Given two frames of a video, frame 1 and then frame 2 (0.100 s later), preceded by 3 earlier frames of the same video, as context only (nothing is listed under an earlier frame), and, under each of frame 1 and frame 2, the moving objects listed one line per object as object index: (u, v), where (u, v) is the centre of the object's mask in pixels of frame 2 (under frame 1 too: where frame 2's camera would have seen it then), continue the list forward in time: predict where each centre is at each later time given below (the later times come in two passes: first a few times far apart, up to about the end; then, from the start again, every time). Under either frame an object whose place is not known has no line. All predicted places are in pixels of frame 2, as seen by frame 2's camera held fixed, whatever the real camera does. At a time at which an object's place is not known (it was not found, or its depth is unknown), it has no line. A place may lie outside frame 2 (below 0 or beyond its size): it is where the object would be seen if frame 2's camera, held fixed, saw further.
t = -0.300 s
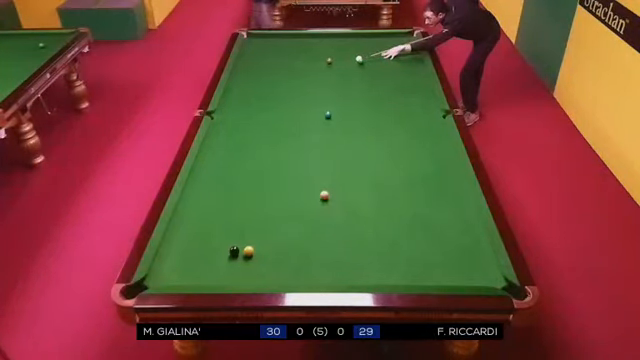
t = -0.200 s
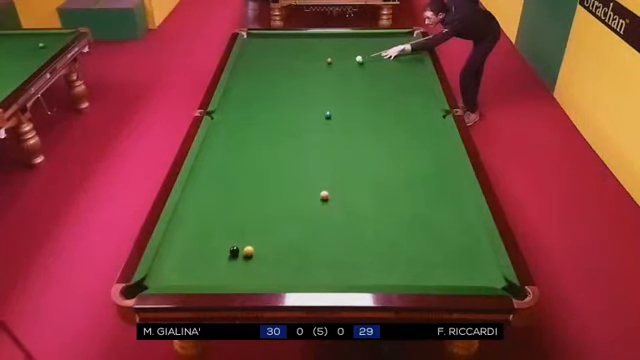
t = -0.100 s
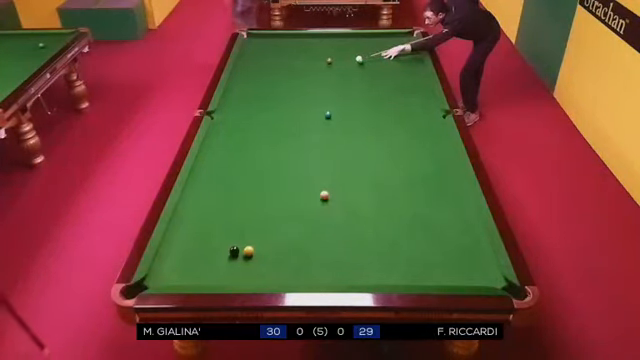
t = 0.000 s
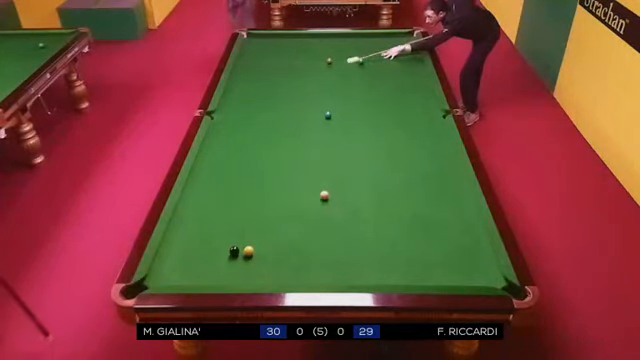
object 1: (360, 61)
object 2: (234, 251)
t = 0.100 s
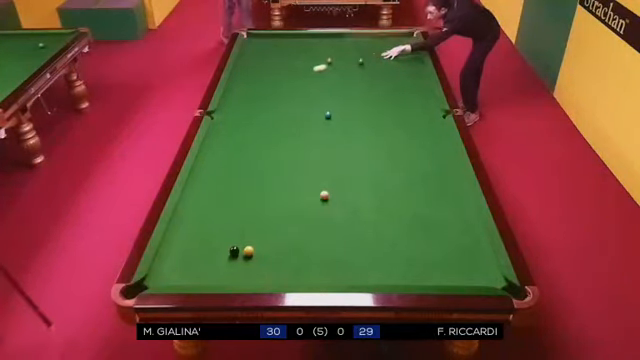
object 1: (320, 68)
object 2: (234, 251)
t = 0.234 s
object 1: (276, 77)
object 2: (234, 251)
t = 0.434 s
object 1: (234, 92)
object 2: (234, 251)
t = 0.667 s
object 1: (281, 108)
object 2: (234, 251)
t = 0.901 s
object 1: (329, 124)
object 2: (234, 251)
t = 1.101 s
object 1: (374, 139)
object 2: (234, 251)
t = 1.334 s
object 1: (433, 159)
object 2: (234, 251)
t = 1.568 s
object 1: (432, 175)
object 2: (234, 251)
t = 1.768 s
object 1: (406, 185)
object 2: (234, 251)
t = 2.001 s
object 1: (374, 198)
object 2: (234, 251)
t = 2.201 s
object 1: (347, 209)
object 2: (234, 252)
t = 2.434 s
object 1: (313, 223)
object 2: (234, 252)
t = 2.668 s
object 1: (278, 238)
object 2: (234, 251)
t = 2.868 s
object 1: (255, 246)
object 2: (233, 250)
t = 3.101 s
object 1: (244, 247)
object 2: (234, 251)
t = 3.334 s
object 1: (239, 245)
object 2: (229, 252)
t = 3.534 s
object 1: (237, 245)
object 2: (226, 254)
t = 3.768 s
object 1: (234, 244)
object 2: (222, 255)
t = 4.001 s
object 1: (232, 243)
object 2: (220, 256)
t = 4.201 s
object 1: (231, 242)
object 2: (219, 256)
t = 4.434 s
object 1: (230, 242)
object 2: (218, 256)
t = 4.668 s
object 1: (230, 242)
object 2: (218, 256)
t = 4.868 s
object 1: (230, 242)
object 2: (218, 256)
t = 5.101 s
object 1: (230, 242)
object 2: (218, 256)
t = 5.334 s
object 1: (230, 242)
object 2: (218, 256)
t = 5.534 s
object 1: (230, 242)
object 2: (218, 256)
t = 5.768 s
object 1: (230, 242)
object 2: (218, 257)
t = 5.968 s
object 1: (230, 243)
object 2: (218, 257)
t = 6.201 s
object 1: (230, 243)
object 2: (217, 257)
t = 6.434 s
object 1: (230, 243)
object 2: (217, 256)
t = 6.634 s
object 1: (230, 243)
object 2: (217, 256)
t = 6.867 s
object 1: (230, 243)
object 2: (217, 256)
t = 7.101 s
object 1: (230, 243)
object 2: (217, 255)
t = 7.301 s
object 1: (230, 243)
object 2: (217, 255)
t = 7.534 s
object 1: (230, 243)
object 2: (217, 255)
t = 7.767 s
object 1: (230, 243)
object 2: (217, 255)
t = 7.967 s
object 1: (230, 243)
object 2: (217, 255)
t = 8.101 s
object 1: (230, 243)
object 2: (217, 255)
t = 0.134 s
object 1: (309, 70)
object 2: (234, 251)
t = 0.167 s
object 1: (298, 73)
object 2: (234, 251)
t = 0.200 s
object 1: (287, 75)
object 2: (234, 251)
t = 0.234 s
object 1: (276, 77)
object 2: (234, 251)
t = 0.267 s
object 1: (265, 80)
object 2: (234, 251)
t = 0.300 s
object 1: (255, 82)
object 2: (234, 252)
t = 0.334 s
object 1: (245, 84)
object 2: (234, 252)
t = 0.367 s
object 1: (235, 87)
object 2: (234, 251)
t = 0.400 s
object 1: (228, 89)
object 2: (234, 251)
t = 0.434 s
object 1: (234, 92)
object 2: (234, 251)
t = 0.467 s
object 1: (241, 94)
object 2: (234, 251)
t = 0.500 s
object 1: (248, 96)
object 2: (234, 251)
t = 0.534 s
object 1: (254, 99)
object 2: (234, 251)
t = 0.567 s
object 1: (261, 101)
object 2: (234, 251)
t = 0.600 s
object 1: (268, 103)
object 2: (234, 251)
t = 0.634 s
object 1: (274, 105)
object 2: (234, 251)
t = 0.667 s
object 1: (281, 108)
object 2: (234, 251)
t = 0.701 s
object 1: (287, 110)
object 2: (234, 251)
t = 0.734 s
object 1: (294, 112)
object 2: (234, 251)
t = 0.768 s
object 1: (300, 114)
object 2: (234, 251)
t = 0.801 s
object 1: (307, 117)
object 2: (234, 251)
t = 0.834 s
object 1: (314, 119)
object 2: (234, 251)
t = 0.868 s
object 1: (321, 122)
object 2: (234, 251)
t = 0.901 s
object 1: (329, 124)
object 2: (234, 251)
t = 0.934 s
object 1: (336, 126)
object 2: (234, 251)
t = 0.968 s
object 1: (344, 129)
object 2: (234, 251)
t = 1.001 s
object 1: (351, 132)
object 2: (234, 251)
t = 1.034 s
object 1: (359, 134)
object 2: (234, 251)
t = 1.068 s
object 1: (366, 137)
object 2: (234, 251)
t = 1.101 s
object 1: (374, 139)
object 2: (234, 251)
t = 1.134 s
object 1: (382, 142)
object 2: (234, 251)
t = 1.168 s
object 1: (390, 145)
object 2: (234, 251)
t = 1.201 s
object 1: (398, 148)
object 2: (234, 251)
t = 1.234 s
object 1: (407, 150)
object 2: (234, 251)
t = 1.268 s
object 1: (415, 153)
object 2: (234, 251)
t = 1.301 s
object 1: (424, 156)
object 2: (234, 251)
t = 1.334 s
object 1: (433, 159)
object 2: (234, 251)
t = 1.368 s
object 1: (442, 162)
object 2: (234, 251)
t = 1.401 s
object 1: (451, 165)
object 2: (234, 251)
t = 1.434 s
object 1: (456, 168)
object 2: (234, 251)
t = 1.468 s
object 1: (450, 170)
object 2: (234, 251)
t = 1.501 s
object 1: (444, 171)
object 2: (234, 251)
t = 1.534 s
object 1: (438, 173)
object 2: (234, 251)
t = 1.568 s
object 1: (432, 175)
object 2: (234, 251)
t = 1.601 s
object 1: (428, 176)
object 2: (234, 251)
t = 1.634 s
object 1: (423, 178)
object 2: (234, 251)
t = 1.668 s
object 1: (419, 180)
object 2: (234, 251)
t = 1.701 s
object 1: (414, 182)
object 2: (234, 251)
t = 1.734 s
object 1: (410, 183)
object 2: (234, 251)
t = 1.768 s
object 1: (406, 185)
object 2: (234, 251)
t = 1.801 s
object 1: (401, 187)
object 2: (234, 251)
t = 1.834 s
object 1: (397, 189)
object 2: (234, 251)
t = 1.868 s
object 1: (393, 191)
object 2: (234, 251)
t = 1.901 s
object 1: (388, 192)
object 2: (234, 251)
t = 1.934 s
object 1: (384, 194)
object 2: (234, 251)
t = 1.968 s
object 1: (379, 196)
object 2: (234, 251)
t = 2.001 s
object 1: (374, 198)
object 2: (234, 251)
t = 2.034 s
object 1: (370, 200)
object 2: (234, 251)
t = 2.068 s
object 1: (366, 201)
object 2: (234, 251)
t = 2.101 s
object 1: (361, 204)
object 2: (234, 251)
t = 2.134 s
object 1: (356, 205)
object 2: (234, 251)
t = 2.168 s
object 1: (352, 208)
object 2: (234, 251)
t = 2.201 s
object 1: (347, 209)
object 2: (234, 252)
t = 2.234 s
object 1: (342, 212)
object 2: (234, 251)
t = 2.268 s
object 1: (337, 213)
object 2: (234, 251)
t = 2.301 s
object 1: (333, 215)
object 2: (234, 252)
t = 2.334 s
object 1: (328, 217)
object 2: (234, 251)
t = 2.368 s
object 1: (323, 219)
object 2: (234, 251)
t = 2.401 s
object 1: (318, 221)
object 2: (234, 251)
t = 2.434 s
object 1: (313, 223)
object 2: (234, 252)
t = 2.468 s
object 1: (308, 225)
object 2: (234, 251)
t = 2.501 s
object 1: (303, 228)
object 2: (234, 251)
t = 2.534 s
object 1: (298, 230)
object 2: (234, 251)
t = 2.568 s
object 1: (294, 232)
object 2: (234, 252)
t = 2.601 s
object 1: (288, 234)
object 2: (234, 251)
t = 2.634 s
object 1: (283, 236)
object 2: (234, 251)
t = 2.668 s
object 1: (278, 238)
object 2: (234, 251)
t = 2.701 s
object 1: (273, 240)
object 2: (234, 251)
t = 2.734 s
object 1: (268, 242)
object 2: (234, 252)
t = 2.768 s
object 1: (263, 244)
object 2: (234, 251)
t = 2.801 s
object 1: (258, 246)
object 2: (234, 252)
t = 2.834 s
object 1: (256, 247)
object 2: (234, 251)
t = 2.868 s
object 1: (255, 246)
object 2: (233, 250)
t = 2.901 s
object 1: (253, 247)
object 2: (233, 250)
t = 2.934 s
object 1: (251, 247)
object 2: (234, 250)
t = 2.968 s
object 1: (250, 247)
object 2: (234, 251)
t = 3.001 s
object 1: (248, 247)
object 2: (234, 251)
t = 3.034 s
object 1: (247, 247)
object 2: (234, 252)
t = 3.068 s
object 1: (245, 247)
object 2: (234, 252)
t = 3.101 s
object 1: (244, 247)
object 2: (234, 251)
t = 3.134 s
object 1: (243, 247)
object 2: (233, 251)
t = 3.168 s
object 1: (242, 247)
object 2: (232, 251)
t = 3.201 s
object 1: (241, 246)
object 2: (232, 251)
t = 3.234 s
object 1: (241, 246)
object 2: (231, 252)
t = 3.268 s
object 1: (240, 246)
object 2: (230, 253)
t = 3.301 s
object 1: (240, 246)
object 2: (230, 252)
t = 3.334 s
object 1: (239, 245)
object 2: (229, 252)
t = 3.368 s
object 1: (239, 245)
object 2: (228, 254)
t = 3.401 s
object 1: (238, 245)
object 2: (228, 253)
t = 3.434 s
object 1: (238, 245)
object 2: (227, 254)
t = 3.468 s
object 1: (237, 245)
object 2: (227, 253)
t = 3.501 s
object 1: (237, 245)
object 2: (226, 254)
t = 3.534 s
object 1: (237, 245)
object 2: (226, 254)
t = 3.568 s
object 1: (236, 244)
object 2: (225, 254)
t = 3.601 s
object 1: (236, 244)
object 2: (225, 254)
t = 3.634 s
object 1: (235, 244)
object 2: (224, 254)
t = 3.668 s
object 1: (235, 244)
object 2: (224, 254)
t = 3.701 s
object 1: (235, 244)
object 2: (223, 254)
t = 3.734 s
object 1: (234, 244)
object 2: (223, 255)
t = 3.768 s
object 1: (234, 244)
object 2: (222, 255)
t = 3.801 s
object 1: (234, 243)
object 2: (222, 255)
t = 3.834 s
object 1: (233, 243)
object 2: (222, 255)
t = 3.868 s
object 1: (233, 243)
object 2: (221, 254)
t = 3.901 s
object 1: (233, 243)
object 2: (221, 255)
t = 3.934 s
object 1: (233, 243)
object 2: (221, 255)
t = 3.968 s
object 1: (232, 243)
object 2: (220, 255)
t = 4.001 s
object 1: (232, 243)
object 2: (220, 256)
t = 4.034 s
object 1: (232, 243)
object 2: (220, 256)
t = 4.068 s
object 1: (232, 243)
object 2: (219, 256)
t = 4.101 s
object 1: (231, 243)
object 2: (219, 256)
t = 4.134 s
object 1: (231, 242)
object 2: (219, 256)
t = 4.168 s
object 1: (231, 242)
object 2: (219, 256)
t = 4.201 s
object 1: (231, 242)
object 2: (219, 256)
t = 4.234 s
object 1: (231, 242)
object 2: (218, 256)
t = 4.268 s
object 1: (231, 242)
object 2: (218, 256)
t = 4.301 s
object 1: (231, 242)
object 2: (218, 256)
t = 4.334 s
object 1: (230, 242)
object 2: (218, 256)
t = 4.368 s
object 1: (230, 242)
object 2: (218, 256)
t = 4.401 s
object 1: (230, 242)
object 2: (218, 255)
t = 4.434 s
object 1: (230, 242)
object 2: (218, 256)
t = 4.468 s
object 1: (230, 242)
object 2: (218, 256)
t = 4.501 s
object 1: (230, 242)
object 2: (218, 256)
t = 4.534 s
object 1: (230, 242)
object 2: (218, 256)
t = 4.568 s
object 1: (230, 242)
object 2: (218, 256)
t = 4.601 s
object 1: (230, 242)
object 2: (218, 256)
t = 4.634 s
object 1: (230, 242)
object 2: (218, 256)
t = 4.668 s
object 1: (230, 242)
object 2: (218, 256)
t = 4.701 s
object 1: (230, 242)
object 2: (218, 256)
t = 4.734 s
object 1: (230, 242)
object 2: (218, 256)
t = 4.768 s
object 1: (230, 242)
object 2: (218, 256)
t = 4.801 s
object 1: (230, 242)
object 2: (218, 256)
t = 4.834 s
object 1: (230, 242)
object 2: (218, 256)
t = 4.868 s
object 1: (230, 242)
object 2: (218, 256)
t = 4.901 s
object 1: (230, 242)
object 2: (218, 256)
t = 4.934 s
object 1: (230, 242)
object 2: (218, 256)
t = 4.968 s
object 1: (230, 242)
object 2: (218, 256)
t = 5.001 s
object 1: (230, 242)
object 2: (218, 256)
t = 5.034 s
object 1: (230, 242)
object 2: (218, 256)
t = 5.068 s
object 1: (230, 242)
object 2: (218, 256)
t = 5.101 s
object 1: (230, 242)
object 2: (218, 256)
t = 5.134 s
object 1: (230, 242)
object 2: (218, 256)
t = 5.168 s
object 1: (230, 242)
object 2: (218, 256)
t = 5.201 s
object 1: (230, 242)
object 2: (218, 256)
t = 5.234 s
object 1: (230, 242)
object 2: (218, 256)
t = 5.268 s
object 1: (230, 242)
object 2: (218, 256)
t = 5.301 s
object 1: (230, 242)
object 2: (218, 256)
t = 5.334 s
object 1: (230, 242)
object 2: (218, 256)
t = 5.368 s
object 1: (230, 242)
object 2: (218, 256)
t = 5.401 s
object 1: (230, 242)
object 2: (218, 256)
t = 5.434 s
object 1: (230, 242)
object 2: (218, 256)
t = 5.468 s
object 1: (230, 242)
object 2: (218, 256)
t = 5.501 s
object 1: (230, 242)
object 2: (218, 256)
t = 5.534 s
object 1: (230, 242)
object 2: (218, 256)
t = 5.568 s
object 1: (230, 242)
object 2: (218, 257)
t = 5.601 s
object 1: (230, 242)
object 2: (218, 256)
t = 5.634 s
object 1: (230, 242)
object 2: (218, 257)
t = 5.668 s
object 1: (230, 242)
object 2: (218, 256)
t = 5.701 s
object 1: (230, 242)
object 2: (218, 256)
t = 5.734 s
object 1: (230, 242)
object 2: (218, 257)
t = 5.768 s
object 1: (230, 242)
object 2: (218, 257)
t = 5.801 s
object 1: (230, 242)
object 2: (218, 257)
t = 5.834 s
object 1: (230, 242)
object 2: (218, 257)
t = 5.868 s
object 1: (230, 242)
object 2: (218, 257)
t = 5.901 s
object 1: (230, 243)
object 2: (218, 257)
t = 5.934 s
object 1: (230, 242)
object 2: (218, 257)
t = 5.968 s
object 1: (230, 243)
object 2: (218, 257)
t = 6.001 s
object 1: (230, 242)
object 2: (218, 256)
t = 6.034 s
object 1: (230, 243)
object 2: (218, 257)
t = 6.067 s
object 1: (230, 243)
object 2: (218, 257)
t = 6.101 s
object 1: (230, 243)
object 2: (218, 257)
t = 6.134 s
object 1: (230, 243)
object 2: (217, 257)
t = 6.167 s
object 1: (230, 243)
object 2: (217, 257)
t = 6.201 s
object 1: (230, 243)
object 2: (217, 257)
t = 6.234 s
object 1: (230, 243)
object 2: (217, 257)
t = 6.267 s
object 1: (230, 243)
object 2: (217, 257)
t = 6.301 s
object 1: (230, 243)
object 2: (217, 257)
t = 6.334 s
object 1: (230, 243)
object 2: (217, 256)
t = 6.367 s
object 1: (230, 243)
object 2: (217, 256)
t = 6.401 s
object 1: (230, 243)
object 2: (217, 256)
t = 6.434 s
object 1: (230, 243)
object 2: (217, 256)
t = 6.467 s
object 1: (230, 243)
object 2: (217, 256)
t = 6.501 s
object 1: (230, 243)
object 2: (217, 256)
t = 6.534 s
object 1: (230, 243)
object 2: (217, 256)
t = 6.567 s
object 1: (230, 243)
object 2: (217, 256)
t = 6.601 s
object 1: (230, 243)
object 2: (217, 256)
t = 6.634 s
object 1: (230, 243)
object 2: (217, 256)
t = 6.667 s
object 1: (230, 243)
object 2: (217, 256)
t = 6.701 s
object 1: (230, 243)
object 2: (217, 256)
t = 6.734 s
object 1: (230, 243)
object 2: (217, 256)
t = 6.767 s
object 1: (230, 243)
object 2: (217, 256)
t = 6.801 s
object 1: (230, 243)
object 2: (217, 256)
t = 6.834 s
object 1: (230, 243)
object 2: (217, 256)
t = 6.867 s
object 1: (230, 243)
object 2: (217, 256)
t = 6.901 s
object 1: (230, 243)
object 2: (217, 256)
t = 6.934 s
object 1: (230, 243)
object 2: (217, 256)
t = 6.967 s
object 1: (230, 243)
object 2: (217, 256)
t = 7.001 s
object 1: (230, 243)
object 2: (217, 256)
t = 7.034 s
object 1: (230, 243)
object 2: (217, 256)
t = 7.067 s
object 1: (230, 243)
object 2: (217, 255)
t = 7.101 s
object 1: (230, 243)
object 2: (217, 255)
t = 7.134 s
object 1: (230, 242)
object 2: (217, 255)
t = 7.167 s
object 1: (230, 243)
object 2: (217, 255)
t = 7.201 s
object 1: (230, 242)
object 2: (217, 255)
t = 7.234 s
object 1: (230, 243)
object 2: (217, 255)
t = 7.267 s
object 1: (230, 243)
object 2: (217, 255)
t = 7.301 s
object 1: (230, 243)
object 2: (217, 255)
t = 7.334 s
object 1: (230, 243)
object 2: (217, 255)
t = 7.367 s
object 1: (230, 243)
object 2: (217, 255)
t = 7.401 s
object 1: (230, 243)
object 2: (217, 255)
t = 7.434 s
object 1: (230, 243)
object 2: (217, 255)
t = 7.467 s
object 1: (230, 243)
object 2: (217, 255)
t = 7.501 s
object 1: (230, 243)
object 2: (217, 255)
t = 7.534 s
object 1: (230, 243)
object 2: (217, 255)
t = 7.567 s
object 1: (230, 243)
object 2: (217, 255)
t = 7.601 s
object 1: (230, 243)
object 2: (217, 255)
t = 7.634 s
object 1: (230, 243)
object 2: (217, 255)
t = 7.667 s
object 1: (230, 243)
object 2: (217, 255)
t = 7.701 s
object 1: (230, 243)
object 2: (217, 255)
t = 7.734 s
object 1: (230, 243)
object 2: (217, 255)
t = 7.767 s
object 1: (230, 243)
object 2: (217, 255)
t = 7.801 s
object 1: (230, 243)
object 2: (217, 255)
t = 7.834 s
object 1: (230, 243)
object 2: (217, 255)
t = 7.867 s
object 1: (230, 243)
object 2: (217, 255)
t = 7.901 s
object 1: (230, 243)
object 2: (217, 254)
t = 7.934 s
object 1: (230, 243)
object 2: (217, 255)
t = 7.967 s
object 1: (230, 243)
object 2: (217, 255)
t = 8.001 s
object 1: (230, 243)
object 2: (217, 254)
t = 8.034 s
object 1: (230, 243)
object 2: (218, 254)
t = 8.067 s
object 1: (230, 243)
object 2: (217, 255)
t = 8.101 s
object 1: (230, 243)
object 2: (217, 255)
